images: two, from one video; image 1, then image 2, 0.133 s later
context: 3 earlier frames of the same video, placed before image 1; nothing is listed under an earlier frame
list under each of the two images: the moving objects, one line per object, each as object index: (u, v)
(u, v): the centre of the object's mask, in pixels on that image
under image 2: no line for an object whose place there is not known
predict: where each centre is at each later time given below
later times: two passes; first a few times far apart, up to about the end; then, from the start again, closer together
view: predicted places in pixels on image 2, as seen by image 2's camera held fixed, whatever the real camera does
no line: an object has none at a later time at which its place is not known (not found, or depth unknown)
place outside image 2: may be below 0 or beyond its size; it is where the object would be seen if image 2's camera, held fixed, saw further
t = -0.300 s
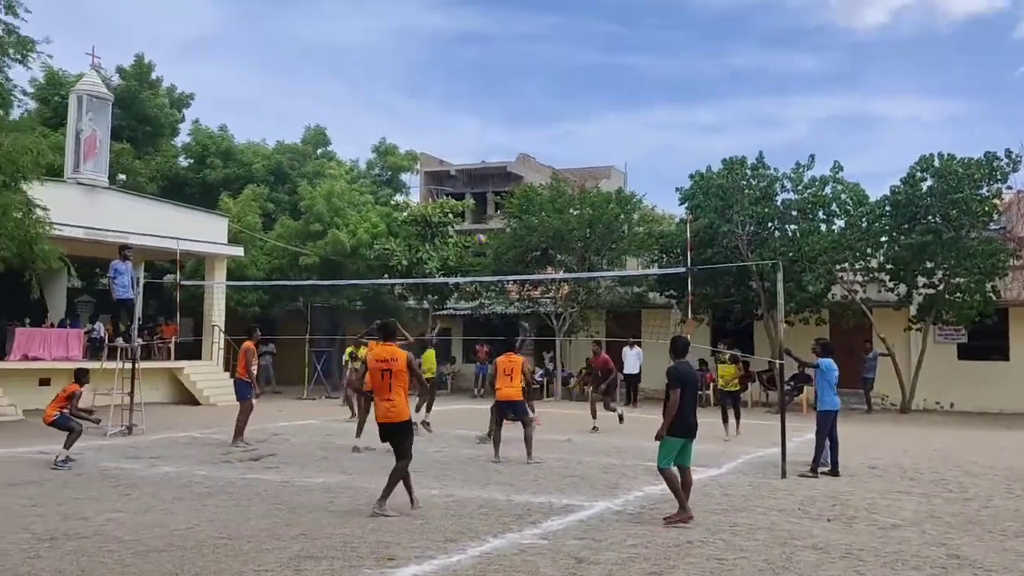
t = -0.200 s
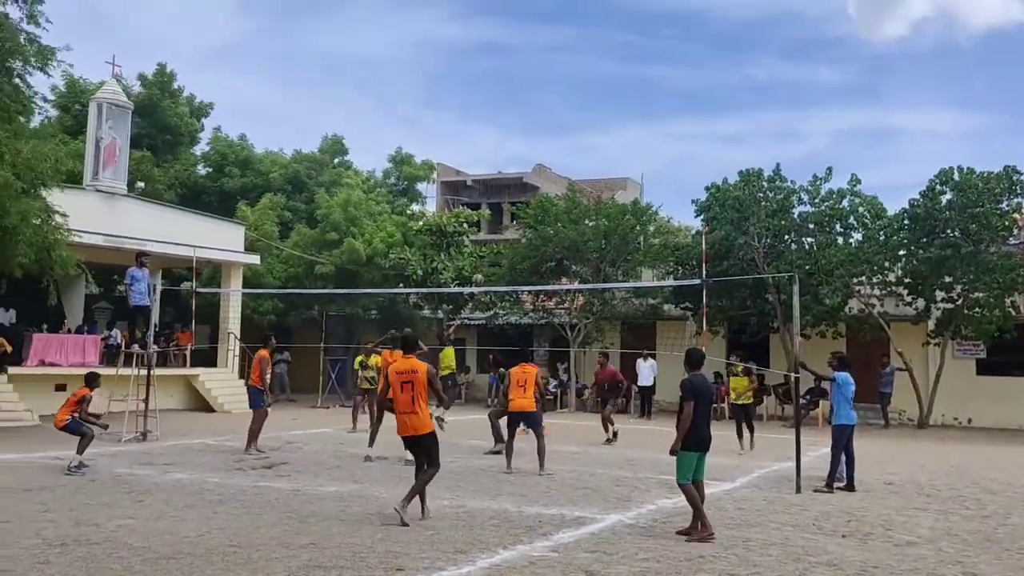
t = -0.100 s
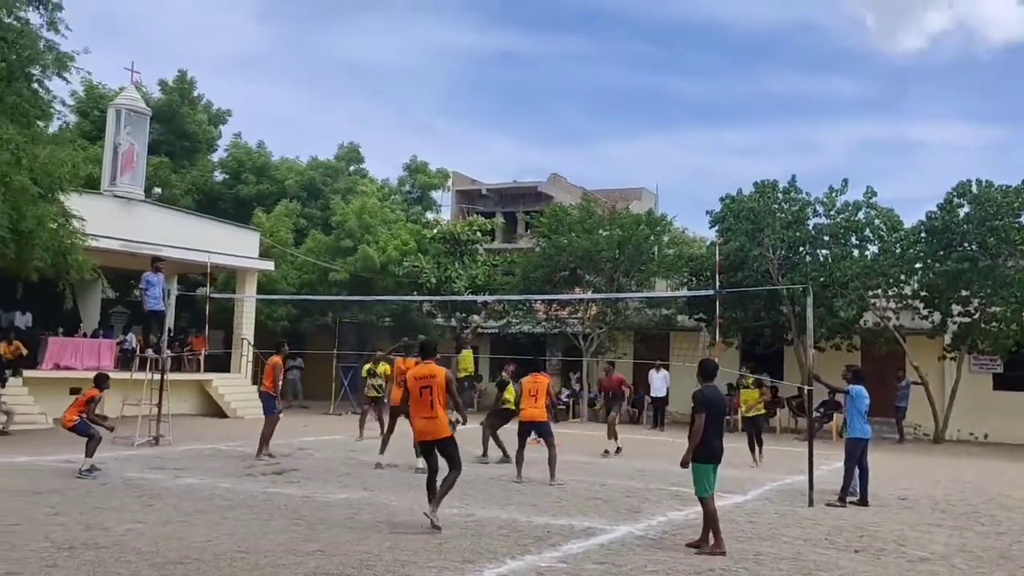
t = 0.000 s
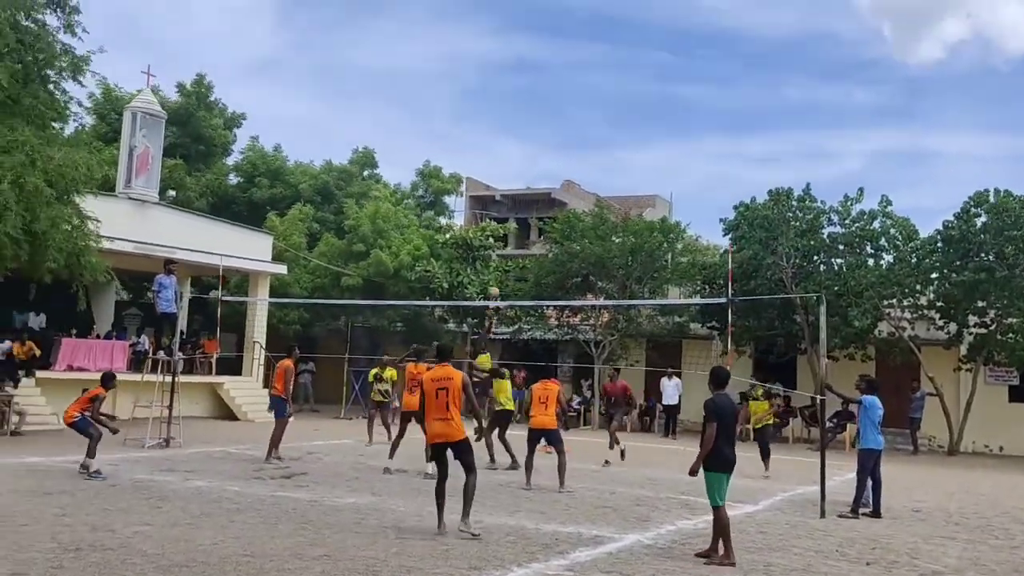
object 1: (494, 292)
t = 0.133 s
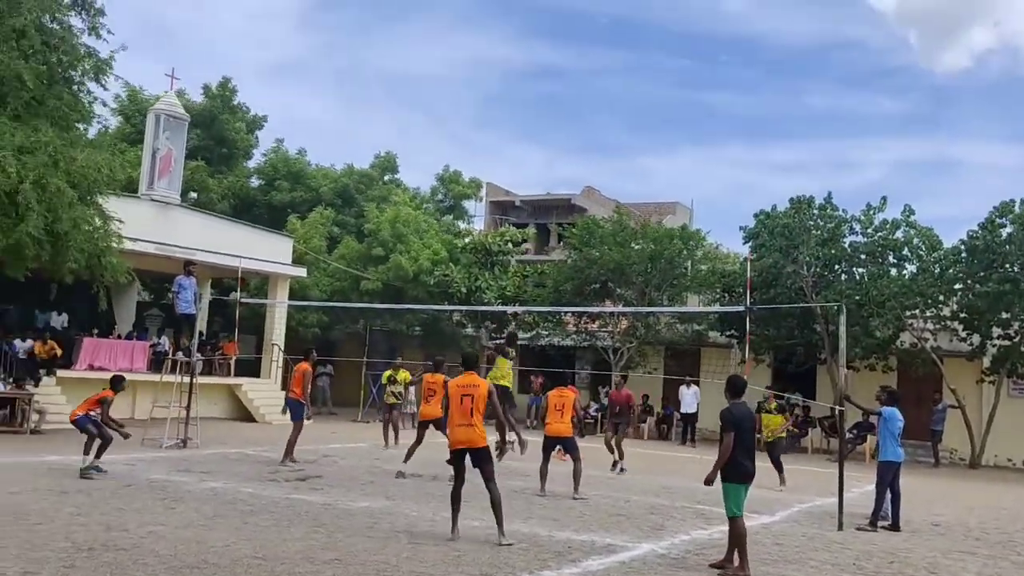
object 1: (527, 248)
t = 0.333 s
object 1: (547, 190)
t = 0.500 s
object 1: (564, 157)
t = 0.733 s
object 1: (588, 136)
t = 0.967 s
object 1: (612, 156)
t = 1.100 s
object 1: (624, 184)
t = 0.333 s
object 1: (547, 190)
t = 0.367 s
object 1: (550, 182)
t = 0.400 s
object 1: (554, 175)
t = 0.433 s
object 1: (557, 168)
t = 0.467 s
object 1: (560, 162)
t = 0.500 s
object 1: (564, 157)
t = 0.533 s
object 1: (567, 152)
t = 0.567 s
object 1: (571, 146)
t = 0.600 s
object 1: (574, 143)
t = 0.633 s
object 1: (578, 140)
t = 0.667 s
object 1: (581, 138)
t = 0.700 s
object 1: (584, 137)
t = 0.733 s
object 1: (588, 136)
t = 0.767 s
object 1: (590, 136)
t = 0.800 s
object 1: (593, 137)
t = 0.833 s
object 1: (600, 140)
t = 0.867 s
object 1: (603, 143)
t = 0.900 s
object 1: (606, 146)
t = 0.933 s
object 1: (609, 150)
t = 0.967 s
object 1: (612, 156)
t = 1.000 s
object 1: (615, 161)
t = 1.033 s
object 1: (618, 168)
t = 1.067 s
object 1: (621, 175)
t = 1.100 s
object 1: (624, 184)
